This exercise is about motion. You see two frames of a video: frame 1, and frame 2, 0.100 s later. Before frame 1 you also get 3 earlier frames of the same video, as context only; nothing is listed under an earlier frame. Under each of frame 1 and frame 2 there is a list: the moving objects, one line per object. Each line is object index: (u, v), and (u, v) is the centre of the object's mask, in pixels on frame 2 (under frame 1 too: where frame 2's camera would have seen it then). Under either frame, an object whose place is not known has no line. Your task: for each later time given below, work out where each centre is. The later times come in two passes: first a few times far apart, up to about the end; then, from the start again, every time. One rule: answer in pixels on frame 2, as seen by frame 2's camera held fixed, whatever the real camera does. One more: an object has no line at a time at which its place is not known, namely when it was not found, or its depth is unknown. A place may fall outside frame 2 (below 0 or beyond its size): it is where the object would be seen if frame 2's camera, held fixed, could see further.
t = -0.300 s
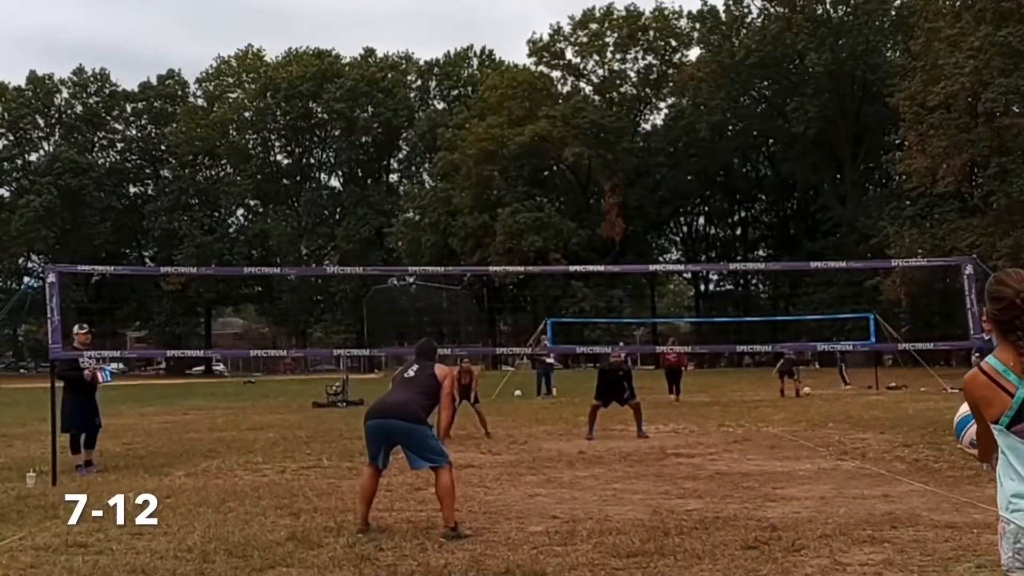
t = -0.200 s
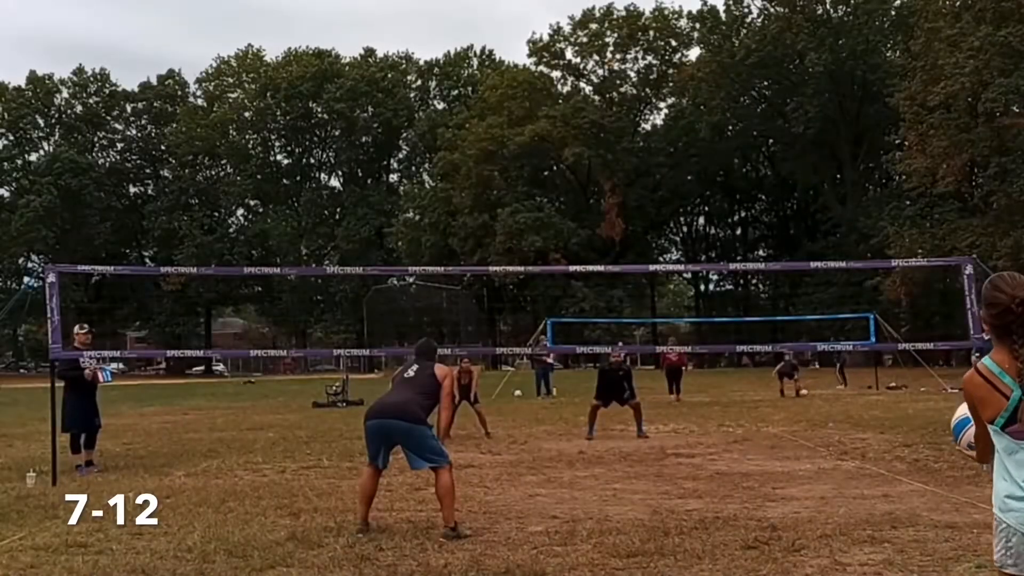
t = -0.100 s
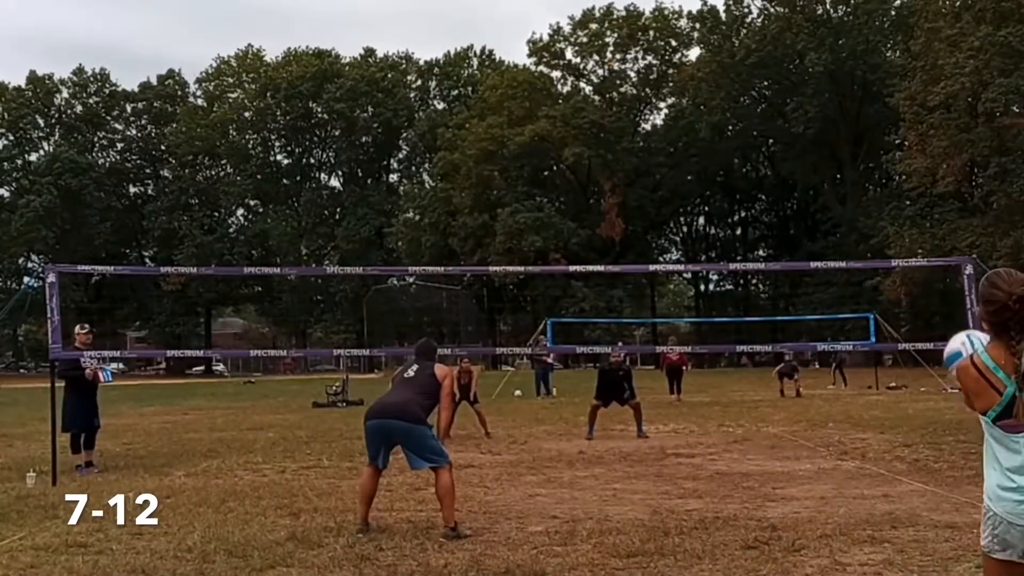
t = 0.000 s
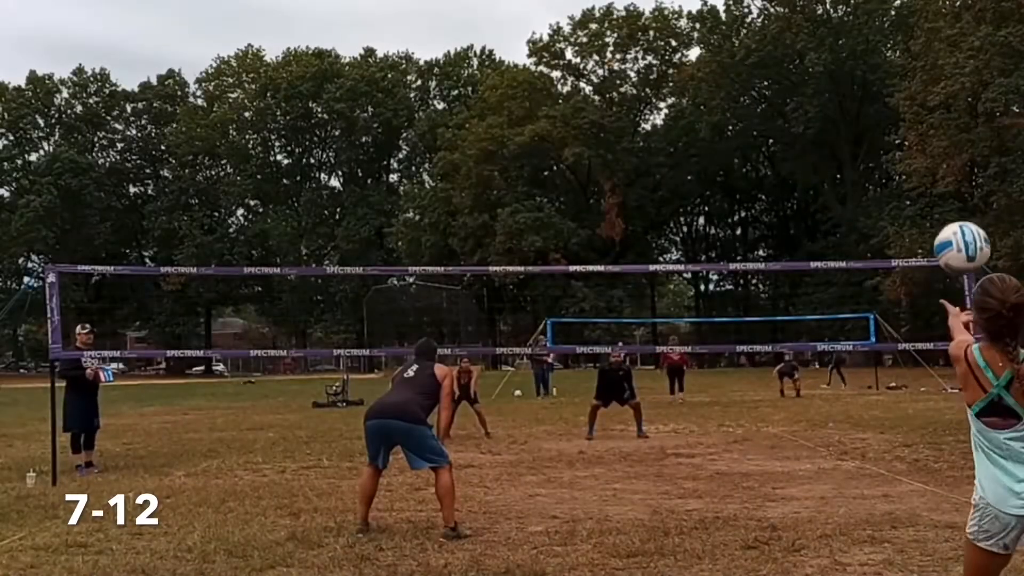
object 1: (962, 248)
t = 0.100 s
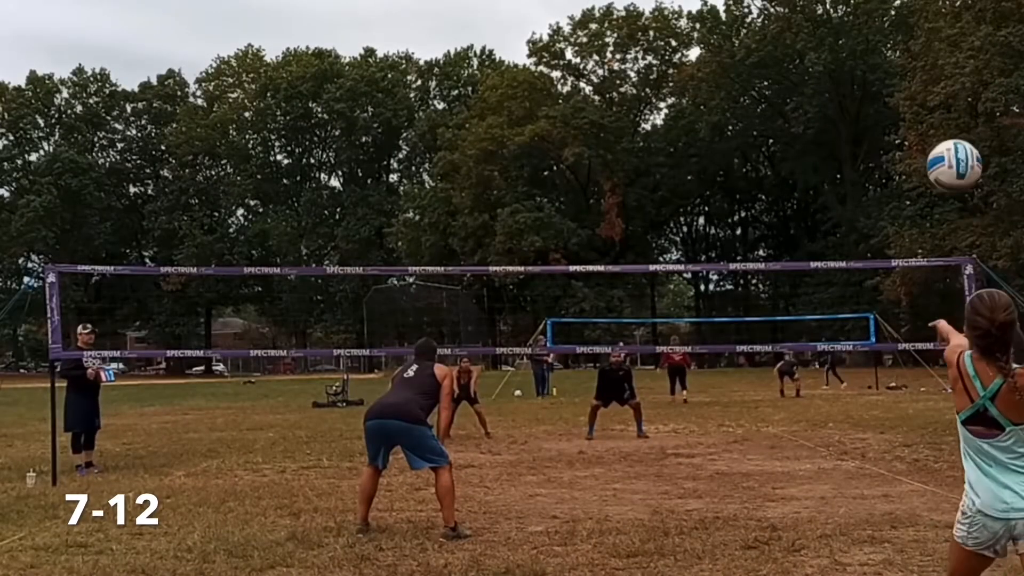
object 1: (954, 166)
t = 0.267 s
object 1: (944, 86)
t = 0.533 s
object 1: (939, 102)
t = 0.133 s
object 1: (952, 144)
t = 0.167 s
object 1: (950, 125)
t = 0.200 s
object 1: (948, 110)
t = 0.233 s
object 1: (946, 97)
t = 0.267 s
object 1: (944, 86)
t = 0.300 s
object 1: (943, 80)
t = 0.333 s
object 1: (942, 75)
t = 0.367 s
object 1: (941, 73)
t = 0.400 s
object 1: (940, 74)
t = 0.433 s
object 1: (939, 77)
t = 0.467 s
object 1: (939, 83)
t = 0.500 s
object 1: (939, 91)
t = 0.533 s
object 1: (939, 102)
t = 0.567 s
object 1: (939, 116)
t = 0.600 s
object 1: (939, 132)
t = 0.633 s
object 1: (940, 151)
